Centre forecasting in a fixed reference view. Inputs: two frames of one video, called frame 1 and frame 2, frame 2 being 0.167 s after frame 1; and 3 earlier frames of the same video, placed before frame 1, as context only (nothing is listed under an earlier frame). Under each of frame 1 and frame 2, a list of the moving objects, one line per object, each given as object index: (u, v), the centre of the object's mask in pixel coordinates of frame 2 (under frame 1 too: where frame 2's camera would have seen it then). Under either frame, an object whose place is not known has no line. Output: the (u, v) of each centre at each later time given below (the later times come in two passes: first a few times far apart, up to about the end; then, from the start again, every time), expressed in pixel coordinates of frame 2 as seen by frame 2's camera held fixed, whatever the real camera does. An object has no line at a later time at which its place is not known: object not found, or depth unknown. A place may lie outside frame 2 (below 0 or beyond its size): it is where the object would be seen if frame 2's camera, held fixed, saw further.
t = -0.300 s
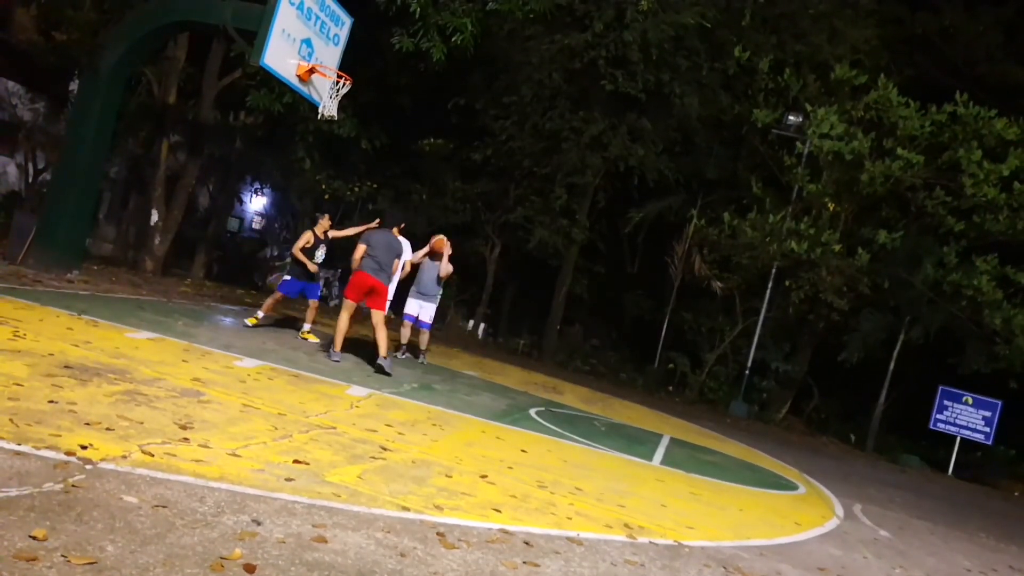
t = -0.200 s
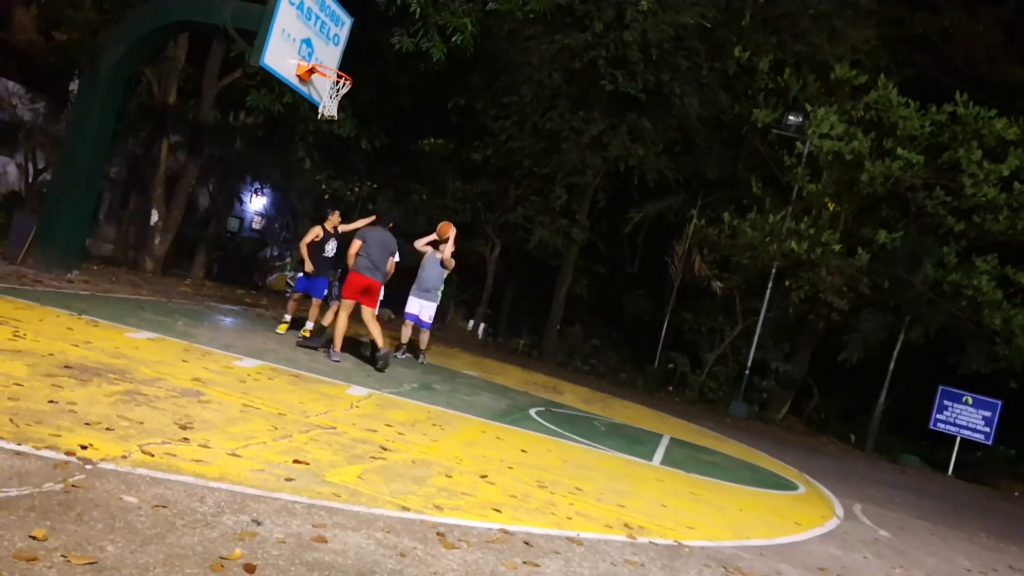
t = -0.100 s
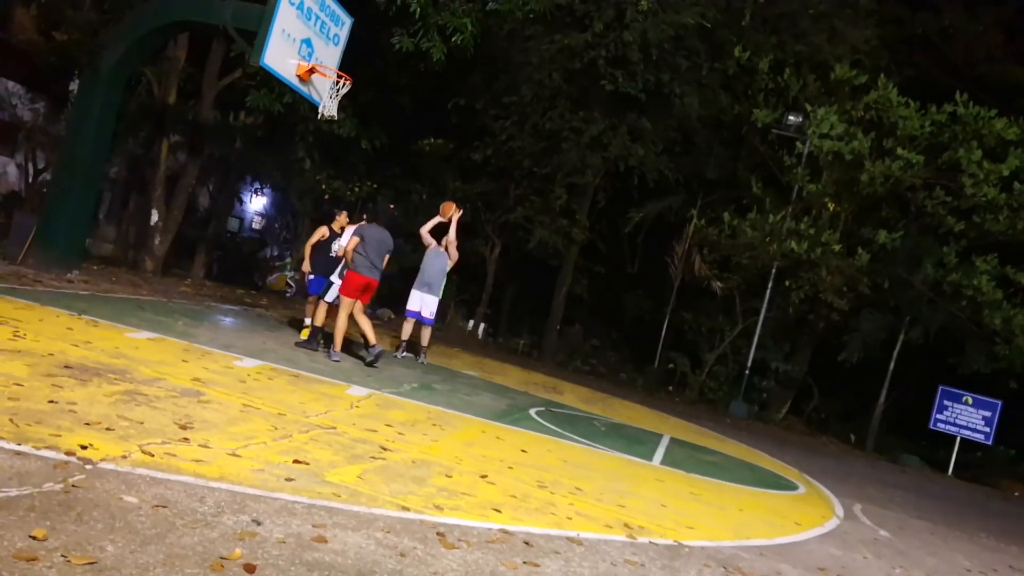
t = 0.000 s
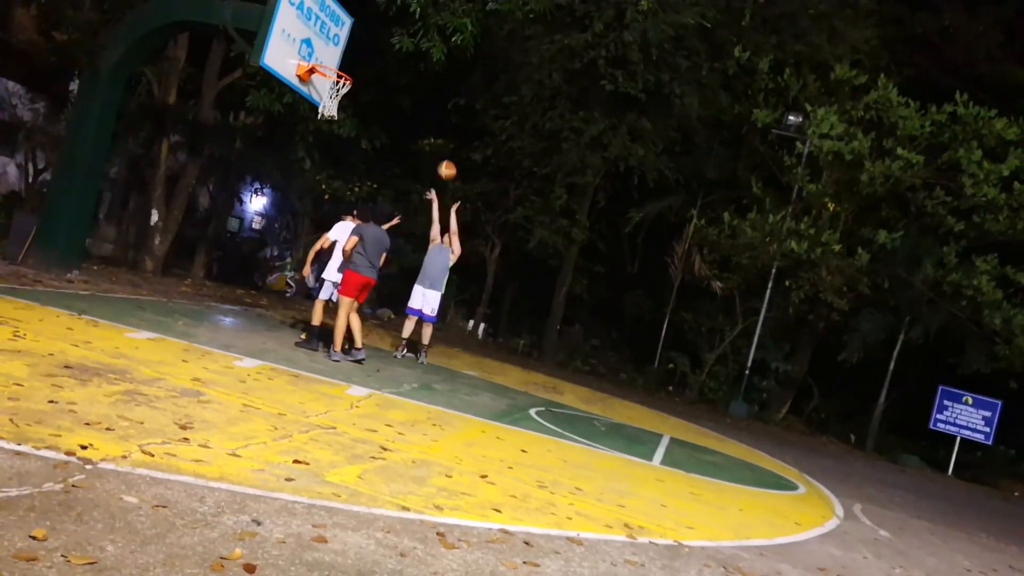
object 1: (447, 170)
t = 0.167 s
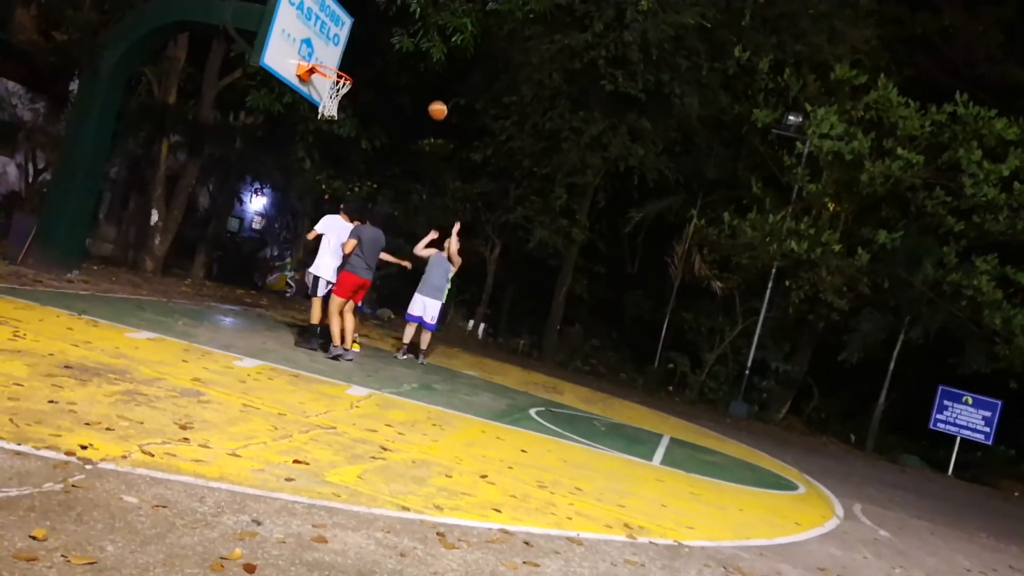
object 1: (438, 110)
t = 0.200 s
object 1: (435, 101)
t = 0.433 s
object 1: (410, 56)
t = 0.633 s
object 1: (380, 52)
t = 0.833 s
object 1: (344, 70)
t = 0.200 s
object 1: (435, 101)
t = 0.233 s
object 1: (432, 92)
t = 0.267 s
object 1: (429, 84)
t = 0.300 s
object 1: (426, 77)
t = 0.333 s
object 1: (422, 71)
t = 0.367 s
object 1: (418, 65)
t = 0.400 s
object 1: (414, 60)
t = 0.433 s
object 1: (410, 56)
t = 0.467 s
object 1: (406, 53)
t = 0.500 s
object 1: (401, 51)
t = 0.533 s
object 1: (396, 50)
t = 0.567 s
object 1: (391, 50)
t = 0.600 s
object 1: (385, 50)
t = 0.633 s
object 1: (380, 52)
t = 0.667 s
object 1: (373, 54)
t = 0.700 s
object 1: (367, 57)
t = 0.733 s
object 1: (360, 62)
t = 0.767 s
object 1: (353, 67)
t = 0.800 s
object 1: (348, 70)
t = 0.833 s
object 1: (344, 70)
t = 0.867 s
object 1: (339, 71)
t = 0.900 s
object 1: (335, 73)
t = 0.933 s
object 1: (327, 76)
